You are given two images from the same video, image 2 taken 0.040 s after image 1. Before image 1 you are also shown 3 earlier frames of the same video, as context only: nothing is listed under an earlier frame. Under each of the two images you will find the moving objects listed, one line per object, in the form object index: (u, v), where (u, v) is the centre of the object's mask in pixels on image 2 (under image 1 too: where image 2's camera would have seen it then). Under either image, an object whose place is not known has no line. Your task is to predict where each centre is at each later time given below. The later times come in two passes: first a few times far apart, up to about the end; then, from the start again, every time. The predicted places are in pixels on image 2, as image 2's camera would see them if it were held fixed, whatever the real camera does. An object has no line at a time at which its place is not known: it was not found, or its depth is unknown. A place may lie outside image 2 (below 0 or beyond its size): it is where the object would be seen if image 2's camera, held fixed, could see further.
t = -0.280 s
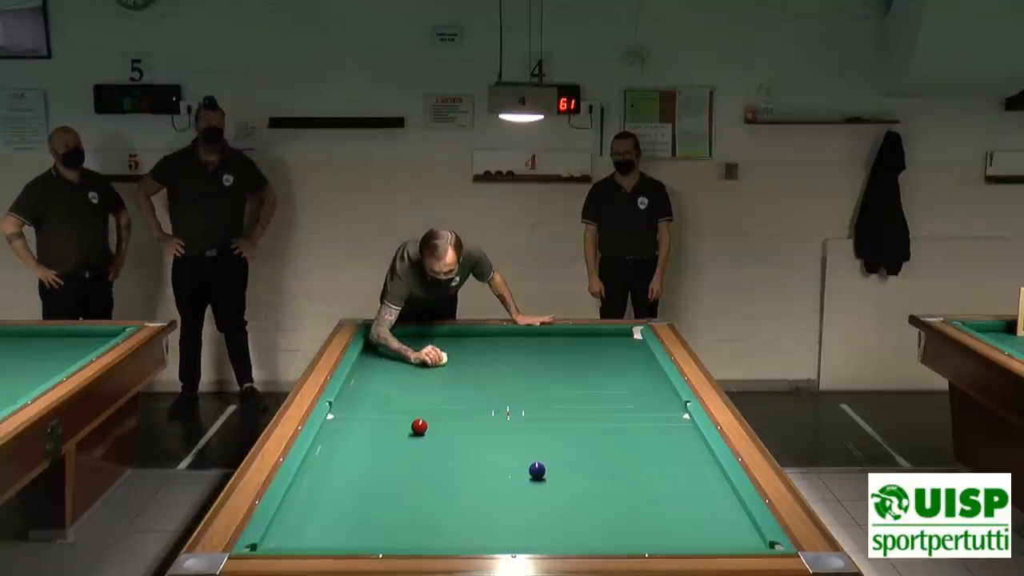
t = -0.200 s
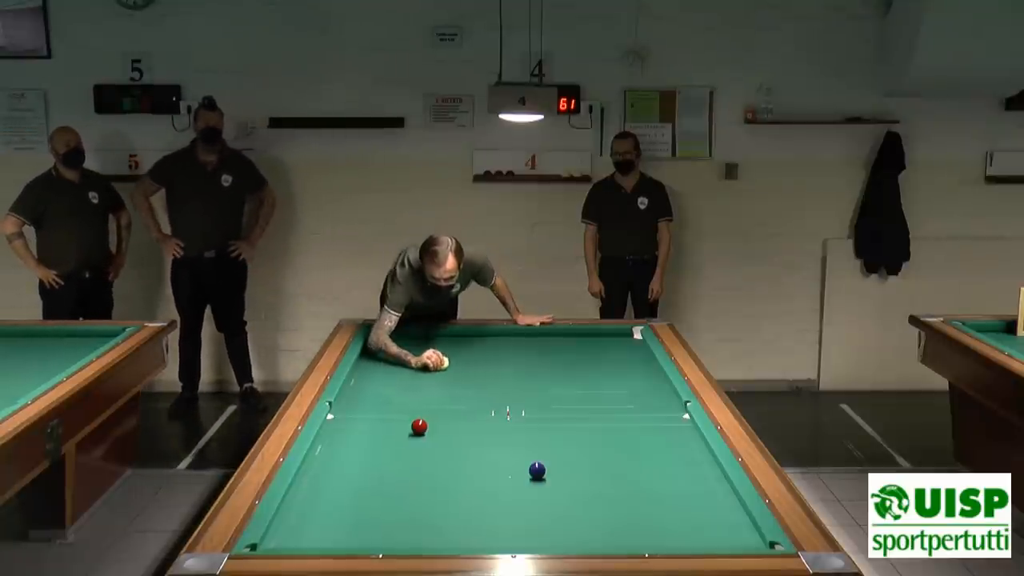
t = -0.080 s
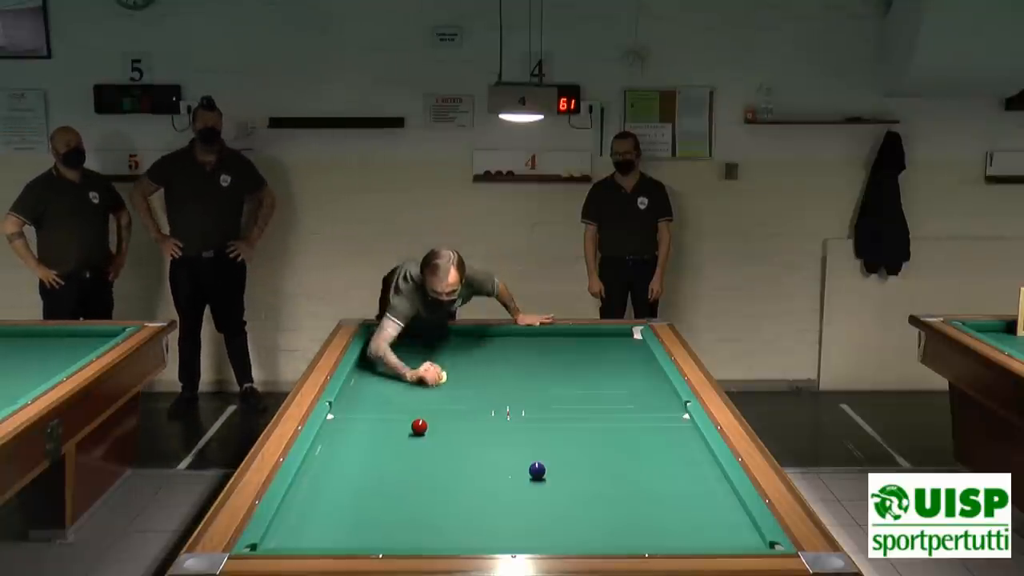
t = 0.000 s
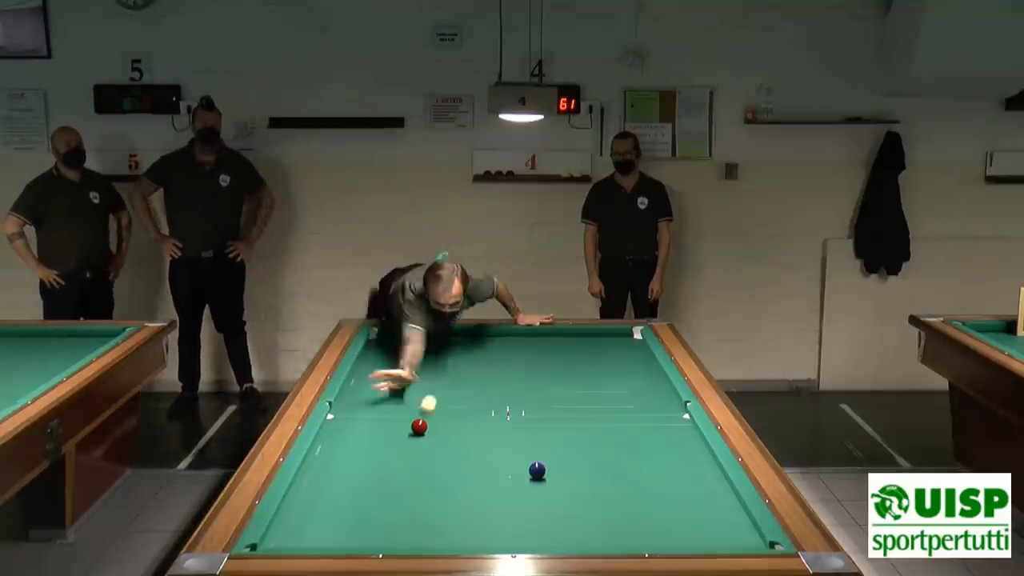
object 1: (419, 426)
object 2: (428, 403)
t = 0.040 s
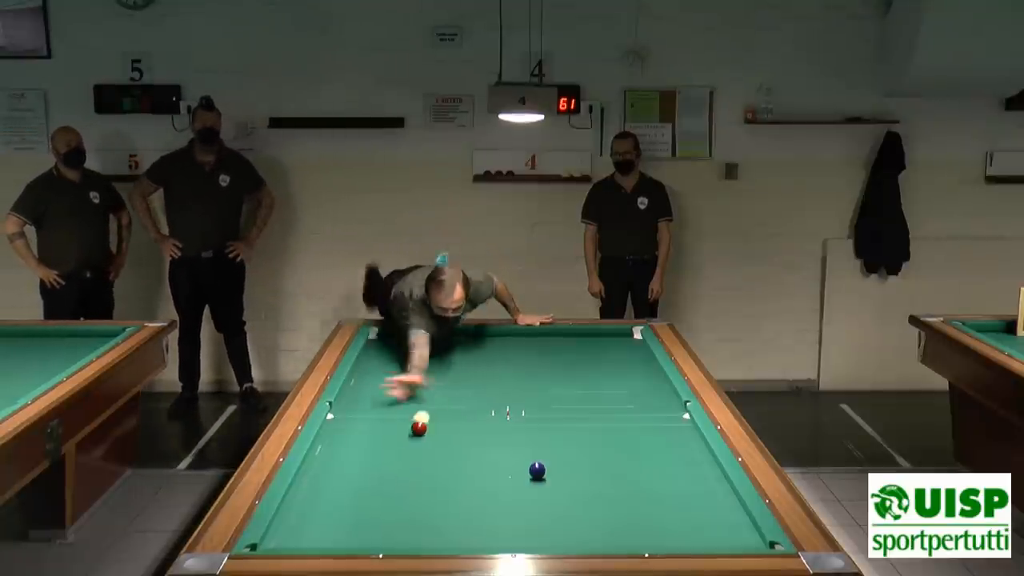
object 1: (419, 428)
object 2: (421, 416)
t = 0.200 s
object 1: (400, 507)
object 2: (409, 423)
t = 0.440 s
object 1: (409, 471)
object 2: (399, 424)
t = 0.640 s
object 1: (423, 412)
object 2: (390, 425)
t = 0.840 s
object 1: (432, 373)
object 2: (382, 426)
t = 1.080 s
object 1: (440, 338)
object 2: (374, 427)
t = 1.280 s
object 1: (439, 348)
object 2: (367, 428)
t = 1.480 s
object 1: (435, 368)
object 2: (360, 429)
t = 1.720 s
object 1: (431, 391)
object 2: (353, 430)
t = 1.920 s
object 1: (427, 414)
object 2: (347, 430)
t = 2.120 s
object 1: (422, 441)
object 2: (342, 431)
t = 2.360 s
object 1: (414, 480)
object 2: (336, 432)
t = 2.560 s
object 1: (407, 518)
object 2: (332, 432)
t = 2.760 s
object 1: (402, 539)
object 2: (328, 433)
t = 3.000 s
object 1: (411, 507)
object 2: (328, 433)
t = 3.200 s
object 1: (417, 484)
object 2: (329, 433)
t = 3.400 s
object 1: (422, 463)
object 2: (330, 433)
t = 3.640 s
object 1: (427, 441)
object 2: (330, 433)
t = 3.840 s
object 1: (432, 425)
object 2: (330, 432)
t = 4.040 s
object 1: (436, 411)
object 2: (330, 432)
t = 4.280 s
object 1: (440, 395)
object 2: (330, 432)
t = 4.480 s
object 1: (442, 383)
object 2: (330, 432)
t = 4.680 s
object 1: (445, 373)
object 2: (330, 433)
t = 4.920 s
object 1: (448, 361)
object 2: (330, 433)
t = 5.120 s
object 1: (450, 352)
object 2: (330, 433)
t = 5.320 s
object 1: (452, 345)
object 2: (330, 433)
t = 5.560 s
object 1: (454, 335)
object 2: (330, 433)
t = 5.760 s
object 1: (454, 336)
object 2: (330, 433)
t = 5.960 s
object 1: (454, 340)
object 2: (330, 433)
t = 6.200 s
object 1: (453, 345)
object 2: (330, 433)
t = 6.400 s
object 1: (453, 350)
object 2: (330, 433)
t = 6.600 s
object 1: (452, 355)
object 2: (330, 432)
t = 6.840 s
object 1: (451, 361)
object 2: (330, 432)
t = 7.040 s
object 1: (451, 366)
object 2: (330, 432)
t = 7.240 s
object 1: (450, 371)
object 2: (330, 432)
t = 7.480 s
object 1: (449, 376)
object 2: (330, 432)
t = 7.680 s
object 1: (449, 381)
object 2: (330, 432)
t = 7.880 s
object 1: (448, 387)
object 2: (330, 432)
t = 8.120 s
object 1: (448, 393)
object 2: (330, 432)
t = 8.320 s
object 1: (447, 398)
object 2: (330, 432)
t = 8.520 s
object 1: (446, 403)
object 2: (330, 432)
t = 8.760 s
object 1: (445, 409)
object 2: (330, 432)
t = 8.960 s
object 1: (444, 415)
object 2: (330, 432)
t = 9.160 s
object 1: (443, 420)
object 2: (330, 432)
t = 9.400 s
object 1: (443, 426)
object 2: (330, 432)
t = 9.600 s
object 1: (442, 432)
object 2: (330, 432)
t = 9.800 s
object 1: (441, 437)
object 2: (330, 432)
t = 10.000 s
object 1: (441, 442)
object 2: (330, 432)
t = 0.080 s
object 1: (415, 444)
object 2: (417, 422)
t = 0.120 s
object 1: (410, 463)
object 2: (413, 422)
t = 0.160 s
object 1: (405, 483)
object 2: (411, 423)
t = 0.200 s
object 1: (400, 507)
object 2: (409, 423)
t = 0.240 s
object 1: (394, 533)
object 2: (408, 423)
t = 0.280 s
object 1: (392, 539)
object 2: (406, 423)
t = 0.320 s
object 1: (397, 523)
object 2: (404, 423)
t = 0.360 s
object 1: (401, 505)
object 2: (402, 424)
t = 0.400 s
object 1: (406, 487)
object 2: (400, 424)
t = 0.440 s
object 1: (409, 471)
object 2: (399, 424)
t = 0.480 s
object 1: (413, 457)
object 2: (397, 424)
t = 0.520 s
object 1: (416, 444)
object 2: (395, 424)
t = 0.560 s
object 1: (418, 433)
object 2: (394, 425)
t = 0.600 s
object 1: (421, 422)
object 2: (392, 425)
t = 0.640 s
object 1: (423, 412)
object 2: (390, 425)
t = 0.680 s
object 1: (425, 403)
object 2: (389, 425)
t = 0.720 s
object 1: (427, 395)
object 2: (387, 425)
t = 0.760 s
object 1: (429, 387)
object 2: (386, 426)
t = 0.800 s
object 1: (431, 379)
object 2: (384, 426)
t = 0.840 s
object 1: (432, 373)
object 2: (382, 426)
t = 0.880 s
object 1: (434, 366)
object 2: (381, 426)
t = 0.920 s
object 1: (436, 360)
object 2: (379, 426)
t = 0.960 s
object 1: (437, 354)
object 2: (378, 427)
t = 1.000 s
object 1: (439, 349)
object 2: (377, 426)
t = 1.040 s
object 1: (440, 344)
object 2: (375, 427)
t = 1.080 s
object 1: (440, 338)
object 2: (374, 427)
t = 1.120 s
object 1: (441, 333)
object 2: (372, 427)
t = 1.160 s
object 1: (441, 335)
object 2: (371, 427)
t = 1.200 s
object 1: (441, 339)
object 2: (369, 428)
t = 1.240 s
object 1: (440, 344)
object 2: (368, 428)
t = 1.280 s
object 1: (439, 348)
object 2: (367, 428)
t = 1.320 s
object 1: (438, 352)
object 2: (365, 428)
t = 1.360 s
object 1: (437, 356)
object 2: (364, 428)
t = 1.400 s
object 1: (436, 360)
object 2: (363, 428)
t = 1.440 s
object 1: (436, 364)
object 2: (361, 429)
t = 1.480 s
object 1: (435, 368)
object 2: (360, 429)
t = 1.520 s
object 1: (435, 371)
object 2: (359, 429)
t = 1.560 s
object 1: (434, 375)
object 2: (358, 429)
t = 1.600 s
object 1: (433, 379)
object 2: (356, 429)
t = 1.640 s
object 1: (432, 383)
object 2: (355, 429)
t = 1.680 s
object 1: (432, 387)
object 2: (354, 429)
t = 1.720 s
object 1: (431, 391)
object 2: (353, 430)
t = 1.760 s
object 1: (430, 396)
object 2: (351, 430)
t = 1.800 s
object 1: (429, 401)
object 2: (350, 430)
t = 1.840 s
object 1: (428, 405)
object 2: (349, 430)
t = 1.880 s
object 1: (428, 410)
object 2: (348, 430)
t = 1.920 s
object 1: (427, 414)
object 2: (347, 430)
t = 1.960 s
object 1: (426, 419)
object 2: (346, 430)
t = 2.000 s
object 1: (425, 425)
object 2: (345, 430)
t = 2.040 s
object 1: (424, 430)
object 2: (344, 431)
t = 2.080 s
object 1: (423, 435)
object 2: (343, 431)
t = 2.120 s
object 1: (422, 441)
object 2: (342, 431)
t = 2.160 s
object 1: (420, 447)
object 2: (341, 431)
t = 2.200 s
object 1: (419, 453)
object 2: (340, 431)
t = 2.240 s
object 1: (418, 460)
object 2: (339, 431)
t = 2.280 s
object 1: (417, 466)
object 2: (338, 432)
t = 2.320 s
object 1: (416, 473)
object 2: (337, 432)
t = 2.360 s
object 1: (414, 480)
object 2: (336, 432)
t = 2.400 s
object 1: (413, 487)
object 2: (335, 432)
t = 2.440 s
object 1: (411, 494)
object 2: (334, 432)
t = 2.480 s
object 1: (410, 502)
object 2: (333, 432)
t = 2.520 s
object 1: (408, 510)
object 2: (333, 432)
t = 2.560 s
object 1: (407, 518)
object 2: (332, 432)
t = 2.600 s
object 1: (405, 527)
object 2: (331, 433)
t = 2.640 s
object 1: (403, 535)
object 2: (330, 433)
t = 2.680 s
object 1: (401, 540)
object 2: (329, 433)
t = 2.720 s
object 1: (401, 543)
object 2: (329, 433)
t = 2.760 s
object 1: (402, 539)
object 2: (328, 433)
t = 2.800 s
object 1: (404, 535)
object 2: (327, 433)
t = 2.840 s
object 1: (406, 529)
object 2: (327, 433)
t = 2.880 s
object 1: (407, 523)
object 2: (327, 433)
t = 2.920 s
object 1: (408, 517)
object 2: (327, 433)
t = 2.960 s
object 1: (410, 512)
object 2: (327, 433)
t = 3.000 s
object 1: (411, 507)
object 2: (328, 433)
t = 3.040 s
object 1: (412, 502)
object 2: (328, 433)
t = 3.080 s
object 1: (413, 497)
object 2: (328, 433)
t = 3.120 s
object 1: (414, 493)
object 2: (328, 433)
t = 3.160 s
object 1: (415, 488)
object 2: (329, 433)
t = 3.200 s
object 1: (417, 484)
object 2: (329, 433)
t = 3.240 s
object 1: (418, 480)
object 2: (329, 433)
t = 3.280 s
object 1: (419, 475)
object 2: (330, 433)
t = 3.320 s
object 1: (420, 471)
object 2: (330, 433)
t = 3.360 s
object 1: (421, 467)
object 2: (330, 433)
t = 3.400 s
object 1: (422, 463)
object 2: (330, 433)
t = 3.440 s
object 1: (423, 459)
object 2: (330, 433)
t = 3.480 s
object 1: (424, 455)
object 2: (330, 433)
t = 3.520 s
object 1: (425, 452)
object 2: (330, 433)
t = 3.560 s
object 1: (426, 448)
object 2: (330, 433)
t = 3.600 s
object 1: (426, 445)
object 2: (330, 433)
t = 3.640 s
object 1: (427, 441)
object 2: (330, 433)
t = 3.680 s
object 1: (428, 438)
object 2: (330, 432)
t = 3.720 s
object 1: (429, 435)
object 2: (330, 433)
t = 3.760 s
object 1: (430, 432)
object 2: (330, 433)
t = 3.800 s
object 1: (431, 428)
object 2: (330, 433)
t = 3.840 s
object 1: (432, 425)
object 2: (330, 432)
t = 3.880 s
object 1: (432, 422)
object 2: (330, 433)
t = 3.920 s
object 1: (433, 419)
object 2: (330, 433)
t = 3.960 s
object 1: (434, 416)
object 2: (330, 433)
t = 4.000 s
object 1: (435, 414)
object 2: (330, 433)
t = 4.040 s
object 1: (436, 411)
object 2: (330, 432)
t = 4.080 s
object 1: (436, 408)
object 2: (330, 432)
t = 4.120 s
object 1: (437, 405)
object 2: (330, 432)
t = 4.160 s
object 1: (438, 403)
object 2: (330, 432)
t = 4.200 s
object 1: (438, 400)
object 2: (330, 432)
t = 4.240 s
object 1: (439, 398)
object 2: (330, 432)
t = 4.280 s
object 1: (440, 395)
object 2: (330, 432)
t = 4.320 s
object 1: (440, 393)
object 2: (330, 432)
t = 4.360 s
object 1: (441, 391)
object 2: (330, 432)
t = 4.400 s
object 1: (441, 388)
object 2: (330, 432)
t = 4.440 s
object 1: (442, 386)
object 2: (330, 432)
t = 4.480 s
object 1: (442, 383)
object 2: (330, 432)
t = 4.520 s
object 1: (443, 381)
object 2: (330, 432)
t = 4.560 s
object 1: (443, 379)
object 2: (330, 432)
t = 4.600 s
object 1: (444, 377)
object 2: (330, 432)
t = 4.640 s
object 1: (444, 375)
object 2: (330, 433)
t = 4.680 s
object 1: (445, 373)
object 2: (330, 433)
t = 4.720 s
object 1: (446, 371)
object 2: (330, 433)
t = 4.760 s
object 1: (446, 369)
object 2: (330, 433)
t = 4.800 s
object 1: (446, 367)
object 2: (330, 432)
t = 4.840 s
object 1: (447, 365)
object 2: (330, 432)
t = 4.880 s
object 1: (447, 363)
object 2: (330, 433)
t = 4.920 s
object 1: (448, 361)
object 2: (330, 433)
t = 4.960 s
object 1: (448, 359)
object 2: (330, 433)
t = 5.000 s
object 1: (449, 358)
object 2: (330, 433)
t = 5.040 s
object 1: (449, 356)
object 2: (330, 433)
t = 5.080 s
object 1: (450, 354)
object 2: (330, 432)
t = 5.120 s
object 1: (450, 352)
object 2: (330, 433)
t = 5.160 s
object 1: (450, 351)
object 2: (330, 432)
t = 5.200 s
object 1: (451, 349)
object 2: (330, 433)
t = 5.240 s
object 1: (451, 347)
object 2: (330, 433)
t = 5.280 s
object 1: (452, 346)
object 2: (330, 433)
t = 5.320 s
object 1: (452, 345)
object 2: (330, 433)
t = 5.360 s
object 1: (453, 343)
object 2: (330, 433)
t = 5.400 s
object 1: (453, 341)
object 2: (330, 433)
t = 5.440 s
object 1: (453, 340)
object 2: (330, 433)
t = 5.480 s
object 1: (454, 338)
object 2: (330, 433)
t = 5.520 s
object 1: (454, 337)
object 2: (330, 433)
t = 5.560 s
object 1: (454, 335)
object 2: (330, 433)
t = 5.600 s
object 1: (455, 334)
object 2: (330, 433)
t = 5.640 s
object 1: (455, 334)
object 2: (330, 433)
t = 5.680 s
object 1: (455, 334)
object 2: (330, 433)
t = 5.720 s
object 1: (454, 335)
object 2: (330, 433)
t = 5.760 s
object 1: (454, 336)
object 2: (330, 433)
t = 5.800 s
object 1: (454, 336)
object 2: (330, 433)
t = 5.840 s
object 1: (454, 338)
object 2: (330, 433)
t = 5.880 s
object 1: (454, 338)
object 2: (330, 433)
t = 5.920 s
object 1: (454, 339)
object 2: (330, 433)
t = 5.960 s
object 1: (454, 340)
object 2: (330, 433)
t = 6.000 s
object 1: (454, 341)
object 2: (330, 433)
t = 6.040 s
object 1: (454, 342)
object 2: (330, 433)
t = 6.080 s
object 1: (454, 342)
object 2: (330, 433)
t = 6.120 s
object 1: (453, 344)
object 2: (330, 433)
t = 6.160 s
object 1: (454, 345)
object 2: (330, 433)
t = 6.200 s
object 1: (453, 345)
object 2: (330, 433)
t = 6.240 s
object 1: (453, 347)
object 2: (330, 433)
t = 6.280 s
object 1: (453, 347)
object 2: (330, 433)
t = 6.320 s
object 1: (453, 348)
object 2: (330, 433)
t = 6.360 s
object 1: (453, 349)
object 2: (330, 433)
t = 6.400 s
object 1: (453, 350)
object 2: (330, 433)
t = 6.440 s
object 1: (453, 351)
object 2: (330, 433)
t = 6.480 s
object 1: (452, 352)
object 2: (330, 432)
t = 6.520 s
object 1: (452, 353)
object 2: (330, 432)
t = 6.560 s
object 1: (452, 354)
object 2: (330, 432)
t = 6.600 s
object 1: (452, 355)
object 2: (330, 432)
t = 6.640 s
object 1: (452, 356)
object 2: (330, 432)
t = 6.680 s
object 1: (452, 357)
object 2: (330, 432)
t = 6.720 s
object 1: (452, 358)
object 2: (330, 432)
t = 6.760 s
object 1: (451, 359)
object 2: (330, 432)
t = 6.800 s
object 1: (451, 360)
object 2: (330, 432)
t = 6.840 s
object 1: (451, 361)
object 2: (330, 432)
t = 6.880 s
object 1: (451, 362)
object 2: (330, 432)
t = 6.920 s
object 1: (451, 363)
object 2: (330, 432)
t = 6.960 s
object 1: (451, 364)
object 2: (330, 432)
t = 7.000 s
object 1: (451, 365)
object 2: (330, 432)
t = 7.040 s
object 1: (451, 366)
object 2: (330, 432)
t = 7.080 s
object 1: (451, 367)
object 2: (330, 432)
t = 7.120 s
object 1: (450, 368)
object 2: (330, 432)
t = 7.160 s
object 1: (450, 369)
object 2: (330, 432)
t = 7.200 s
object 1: (450, 370)
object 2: (330, 432)
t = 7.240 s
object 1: (450, 371)
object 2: (330, 432)
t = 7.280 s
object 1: (450, 372)
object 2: (330, 432)
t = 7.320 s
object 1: (450, 373)
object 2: (330, 432)
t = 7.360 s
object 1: (450, 374)
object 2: (330, 432)
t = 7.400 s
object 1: (450, 374)
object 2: (330, 432)
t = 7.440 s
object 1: (450, 376)
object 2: (330, 432)
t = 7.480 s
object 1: (449, 376)
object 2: (330, 432)
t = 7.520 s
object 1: (449, 378)
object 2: (330, 432)
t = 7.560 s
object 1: (449, 379)
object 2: (330, 432)
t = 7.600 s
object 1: (449, 380)
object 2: (330, 432)
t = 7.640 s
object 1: (449, 380)
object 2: (330, 432)
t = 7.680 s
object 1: (449, 381)
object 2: (330, 432)
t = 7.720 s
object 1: (449, 382)
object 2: (330, 432)
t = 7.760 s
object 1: (449, 384)
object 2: (330, 432)
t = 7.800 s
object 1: (448, 385)
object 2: (330, 432)
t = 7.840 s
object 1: (448, 385)
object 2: (330, 432)
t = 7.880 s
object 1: (448, 387)
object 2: (330, 432)
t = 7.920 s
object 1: (448, 387)
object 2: (330, 432)
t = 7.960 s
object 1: (448, 389)
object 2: (330, 432)
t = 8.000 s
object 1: (448, 390)
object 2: (330, 432)
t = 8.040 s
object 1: (448, 391)
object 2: (330, 432)
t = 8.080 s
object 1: (448, 392)
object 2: (330, 432)
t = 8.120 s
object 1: (448, 393)
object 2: (330, 432)
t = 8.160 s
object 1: (448, 394)
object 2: (330, 432)
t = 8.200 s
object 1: (447, 395)
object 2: (330, 432)
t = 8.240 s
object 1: (447, 396)
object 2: (330, 432)
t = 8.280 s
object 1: (447, 397)
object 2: (330, 432)
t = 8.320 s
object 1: (447, 398)
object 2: (330, 432)
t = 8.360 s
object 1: (447, 399)
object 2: (330, 432)
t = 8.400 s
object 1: (446, 400)
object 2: (330, 432)
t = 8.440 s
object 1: (446, 401)
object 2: (330, 432)
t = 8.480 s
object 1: (446, 402)
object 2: (330, 432)
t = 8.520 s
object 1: (446, 403)
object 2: (330, 432)
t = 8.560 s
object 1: (446, 404)
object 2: (330, 432)
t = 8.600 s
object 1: (446, 405)
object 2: (330, 432)
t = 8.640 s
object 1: (446, 406)
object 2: (330, 432)
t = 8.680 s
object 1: (446, 407)
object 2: (330, 432)
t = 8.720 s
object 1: (445, 408)
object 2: (330, 432)
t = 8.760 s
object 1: (445, 409)
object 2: (330, 432)
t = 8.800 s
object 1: (445, 410)
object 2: (330, 432)
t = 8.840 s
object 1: (445, 411)
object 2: (330, 432)
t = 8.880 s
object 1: (445, 412)
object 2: (330, 432)
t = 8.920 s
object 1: (445, 413)
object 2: (330, 432)
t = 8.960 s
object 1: (444, 415)
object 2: (330, 432)
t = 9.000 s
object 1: (444, 416)
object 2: (330, 432)
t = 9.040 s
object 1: (444, 417)
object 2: (330, 432)
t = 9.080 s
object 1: (444, 418)
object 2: (330, 432)
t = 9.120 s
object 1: (444, 419)
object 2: (330, 432)
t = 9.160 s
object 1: (443, 420)
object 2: (330, 432)
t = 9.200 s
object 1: (443, 421)
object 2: (330, 432)
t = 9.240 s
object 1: (443, 422)
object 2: (330, 432)
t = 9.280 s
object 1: (443, 423)
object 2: (330, 432)
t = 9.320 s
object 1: (443, 424)
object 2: (330, 432)
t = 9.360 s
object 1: (443, 425)
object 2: (330, 432)
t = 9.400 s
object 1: (443, 426)
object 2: (330, 432)
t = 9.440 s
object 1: (442, 427)
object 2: (330, 432)
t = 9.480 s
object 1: (442, 428)
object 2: (330, 432)
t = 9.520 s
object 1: (442, 429)
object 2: (330, 432)
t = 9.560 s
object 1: (442, 430)
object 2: (330, 432)
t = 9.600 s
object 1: (442, 432)
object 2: (330, 432)
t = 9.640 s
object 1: (442, 432)
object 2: (330, 432)
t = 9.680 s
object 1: (442, 434)
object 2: (330, 432)
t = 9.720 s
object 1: (441, 434)
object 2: (330, 432)
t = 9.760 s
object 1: (441, 436)
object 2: (330, 432)
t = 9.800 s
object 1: (441, 437)
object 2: (330, 432)
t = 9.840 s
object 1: (441, 438)
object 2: (330, 432)
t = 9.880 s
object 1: (441, 439)
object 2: (330, 432)
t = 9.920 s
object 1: (441, 440)
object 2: (330, 432)
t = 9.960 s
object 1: (441, 441)
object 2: (330, 432)
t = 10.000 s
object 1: (441, 442)
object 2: (330, 432)
